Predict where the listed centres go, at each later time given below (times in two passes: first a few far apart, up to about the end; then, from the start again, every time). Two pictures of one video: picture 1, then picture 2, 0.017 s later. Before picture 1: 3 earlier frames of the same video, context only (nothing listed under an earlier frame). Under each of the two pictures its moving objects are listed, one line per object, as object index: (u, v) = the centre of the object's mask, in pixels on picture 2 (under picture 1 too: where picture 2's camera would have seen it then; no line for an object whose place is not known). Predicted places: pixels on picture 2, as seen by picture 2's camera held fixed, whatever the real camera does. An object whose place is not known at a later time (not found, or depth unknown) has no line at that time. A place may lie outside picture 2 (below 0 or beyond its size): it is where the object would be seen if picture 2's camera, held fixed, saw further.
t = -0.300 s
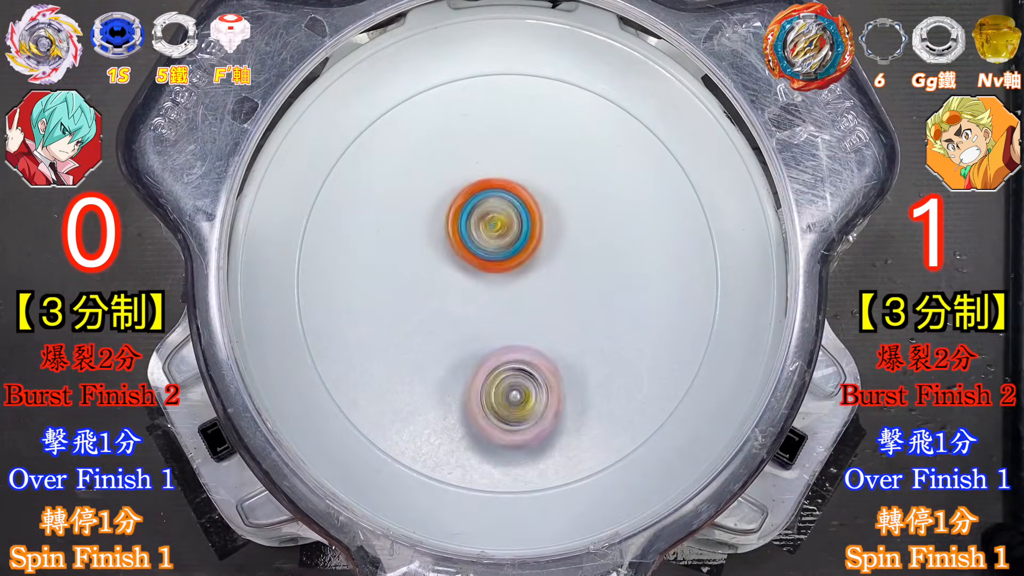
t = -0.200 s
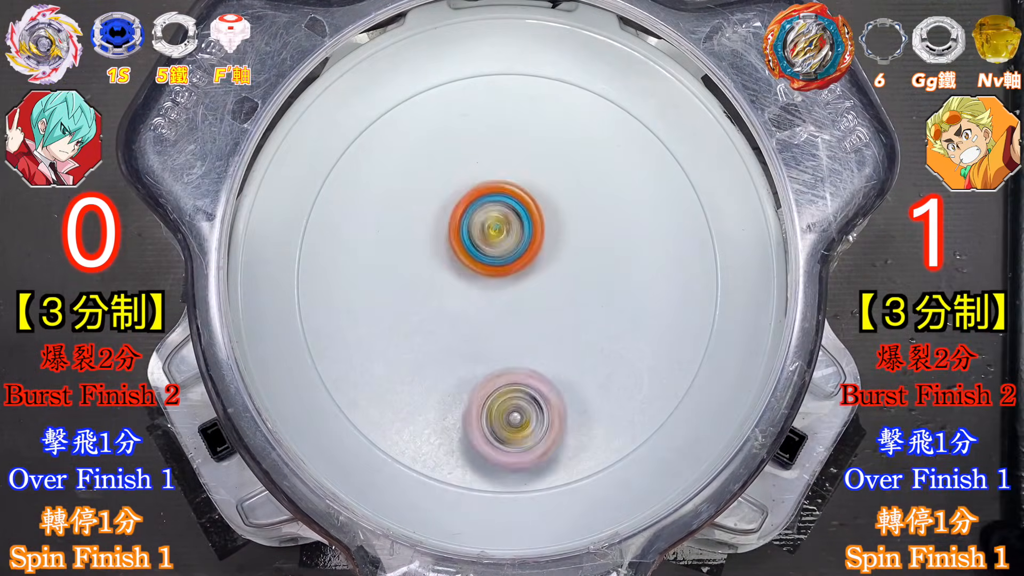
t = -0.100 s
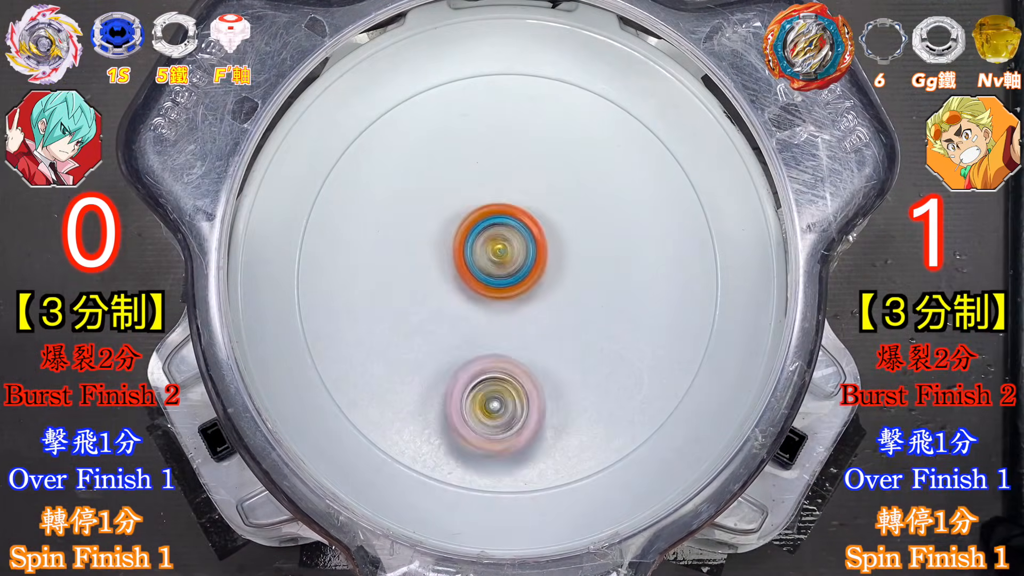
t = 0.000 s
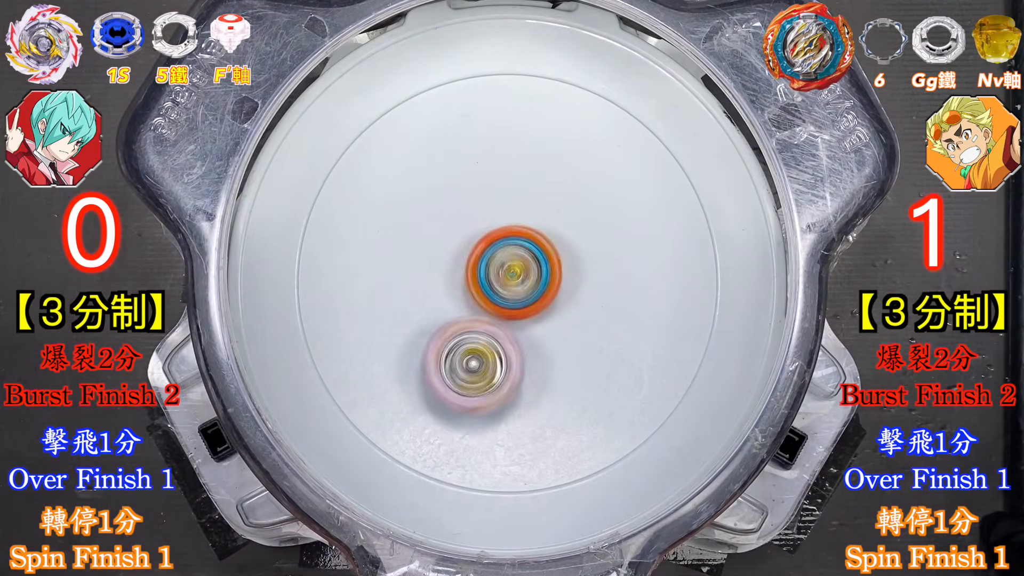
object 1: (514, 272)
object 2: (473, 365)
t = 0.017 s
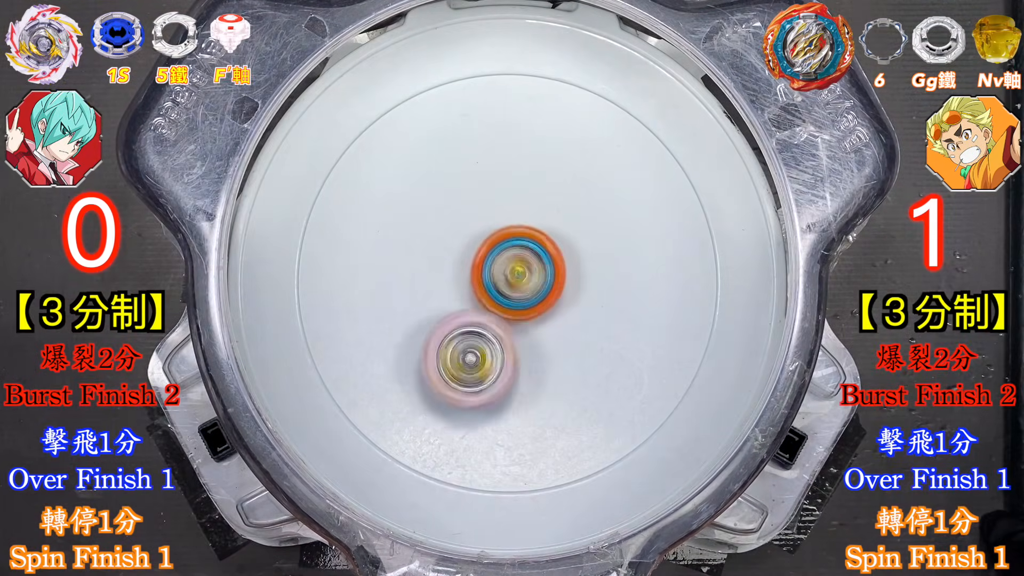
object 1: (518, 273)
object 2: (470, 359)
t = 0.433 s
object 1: (563, 202)
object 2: (515, 307)
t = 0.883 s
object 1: (464, 318)
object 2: (561, 404)
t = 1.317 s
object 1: (541, 317)
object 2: (498, 425)
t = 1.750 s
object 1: (513, 211)
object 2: (520, 327)
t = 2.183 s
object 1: (504, 281)
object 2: (583, 364)
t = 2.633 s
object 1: (489, 316)
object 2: (537, 228)
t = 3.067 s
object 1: (494, 237)
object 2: (555, 316)
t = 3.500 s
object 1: (498, 218)
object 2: (540, 352)
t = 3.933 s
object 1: (507, 232)
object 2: (510, 340)
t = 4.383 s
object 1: (490, 219)
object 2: (474, 316)
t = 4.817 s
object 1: (499, 214)
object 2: (470, 333)
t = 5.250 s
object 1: (485, 273)
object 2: (589, 321)
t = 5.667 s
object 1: (473, 317)
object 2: (558, 287)
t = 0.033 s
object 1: (524, 272)
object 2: (466, 357)
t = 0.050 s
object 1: (529, 270)
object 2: (463, 355)
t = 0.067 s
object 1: (534, 268)
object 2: (461, 352)
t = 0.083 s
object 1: (539, 266)
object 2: (459, 348)
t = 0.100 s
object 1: (543, 265)
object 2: (459, 344)
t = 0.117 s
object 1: (547, 264)
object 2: (460, 340)
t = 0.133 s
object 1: (552, 263)
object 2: (461, 336)
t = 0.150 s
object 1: (556, 262)
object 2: (465, 331)
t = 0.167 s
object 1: (560, 260)
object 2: (467, 326)
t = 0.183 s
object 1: (562, 258)
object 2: (472, 322)
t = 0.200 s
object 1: (564, 256)
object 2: (475, 317)
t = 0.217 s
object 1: (565, 255)
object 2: (483, 313)
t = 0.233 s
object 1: (567, 253)
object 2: (488, 308)
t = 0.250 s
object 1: (572, 248)
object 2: (489, 309)
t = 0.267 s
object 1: (577, 243)
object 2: (489, 308)
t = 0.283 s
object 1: (580, 237)
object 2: (491, 307)
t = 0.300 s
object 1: (582, 232)
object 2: (494, 307)
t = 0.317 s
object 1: (583, 228)
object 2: (494, 306)
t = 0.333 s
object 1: (583, 223)
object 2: (496, 305)
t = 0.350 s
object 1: (581, 219)
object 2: (499, 305)
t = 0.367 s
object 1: (580, 215)
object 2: (501, 305)
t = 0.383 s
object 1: (577, 210)
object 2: (506, 305)
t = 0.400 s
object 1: (572, 207)
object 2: (508, 305)
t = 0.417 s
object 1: (568, 204)
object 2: (511, 306)
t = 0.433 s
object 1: (563, 202)
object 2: (515, 307)
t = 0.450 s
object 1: (557, 201)
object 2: (517, 307)
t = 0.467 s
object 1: (551, 200)
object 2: (520, 309)
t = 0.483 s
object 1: (543, 200)
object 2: (523, 310)
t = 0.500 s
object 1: (535, 201)
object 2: (525, 312)
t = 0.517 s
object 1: (528, 203)
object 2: (527, 315)
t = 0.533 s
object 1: (520, 206)
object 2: (529, 316)
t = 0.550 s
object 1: (514, 210)
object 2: (530, 317)
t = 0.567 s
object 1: (507, 213)
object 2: (531, 320)
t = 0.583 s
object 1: (500, 219)
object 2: (533, 320)
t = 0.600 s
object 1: (495, 226)
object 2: (533, 321)
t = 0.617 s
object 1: (489, 233)
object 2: (534, 324)
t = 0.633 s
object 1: (485, 240)
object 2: (536, 326)
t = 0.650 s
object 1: (479, 244)
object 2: (539, 331)
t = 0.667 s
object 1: (473, 250)
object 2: (541, 336)
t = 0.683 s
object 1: (470, 256)
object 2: (545, 342)
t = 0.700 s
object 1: (466, 263)
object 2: (548, 345)
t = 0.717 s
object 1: (465, 270)
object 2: (549, 350)
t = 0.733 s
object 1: (464, 275)
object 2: (549, 354)
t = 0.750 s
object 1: (462, 282)
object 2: (550, 359)
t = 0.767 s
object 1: (463, 290)
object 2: (549, 361)
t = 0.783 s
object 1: (464, 297)
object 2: (548, 364)
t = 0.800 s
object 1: (467, 305)
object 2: (544, 366)
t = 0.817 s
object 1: (467, 309)
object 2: (546, 373)
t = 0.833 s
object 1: (464, 310)
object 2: (554, 382)
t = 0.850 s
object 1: (463, 312)
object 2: (556, 390)
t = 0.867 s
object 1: (463, 315)
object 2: (560, 396)
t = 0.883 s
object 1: (464, 318)
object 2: (561, 404)
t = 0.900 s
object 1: (464, 321)
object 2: (562, 408)
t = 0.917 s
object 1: (466, 325)
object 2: (564, 412)
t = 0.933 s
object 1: (469, 329)
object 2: (561, 415)
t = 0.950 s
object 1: (472, 334)
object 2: (560, 416)
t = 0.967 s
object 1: (475, 338)
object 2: (557, 417)
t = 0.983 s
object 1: (479, 344)
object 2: (554, 416)
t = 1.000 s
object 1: (482, 347)
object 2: (550, 414)
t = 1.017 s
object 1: (484, 347)
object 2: (551, 417)
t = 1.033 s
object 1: (483, 345)
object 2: (553, 423)
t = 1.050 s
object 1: (484, 344)
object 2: (554, 429)
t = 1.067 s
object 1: (485, 343)
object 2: (554, 432)
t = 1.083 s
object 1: (488, 341)
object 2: (553, 436)
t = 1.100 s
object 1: (489, 340)
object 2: (551, 438)
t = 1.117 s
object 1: (492, 339)
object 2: (550, 439)
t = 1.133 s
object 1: (496, 339)
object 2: (548, 440)
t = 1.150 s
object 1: (499, 337)
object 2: (545, 440)
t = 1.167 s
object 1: (503, 337)
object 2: (541, 440)
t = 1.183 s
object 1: (508, 337)
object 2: (537, 439)
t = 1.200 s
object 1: (512, 335)
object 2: (532, 439)
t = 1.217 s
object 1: (516, 334)
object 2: (527, 437)
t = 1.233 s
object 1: (521, 333)
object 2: (523, 435)
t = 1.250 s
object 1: (525, 332)
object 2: (518, 431)
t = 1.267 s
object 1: (529, 330)
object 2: (513, 427)
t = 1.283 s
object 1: (533, 326)
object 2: (508, 427)
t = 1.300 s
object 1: (537, 322)
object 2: (503, 427)
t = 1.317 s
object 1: (541, 317)
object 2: (498, 425)
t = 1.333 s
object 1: (543, 313)
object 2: (495, 423)
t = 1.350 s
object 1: (546, 310)
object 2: (491, 420)
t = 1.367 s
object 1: (549, 306)
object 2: (488, 416)
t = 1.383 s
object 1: (550, 302)
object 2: (485, 411)
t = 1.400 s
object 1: (552, 299)
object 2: (483, 405)
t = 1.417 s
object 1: (554, 296)
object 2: (480, 399)
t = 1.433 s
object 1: (554, 291)
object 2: (480, 392)
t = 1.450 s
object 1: (554, 288)
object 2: (479, 384)
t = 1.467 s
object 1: (554, 284)
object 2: (480, 377)
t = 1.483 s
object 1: (554, 280)
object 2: (481, 369)
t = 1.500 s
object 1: (553, 278)
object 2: (484, 361)
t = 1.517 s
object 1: (551, 275)
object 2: (486, 353)
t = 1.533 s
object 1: (552, 270)
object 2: (489, 348)
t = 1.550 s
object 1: (551, 263)
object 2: (486, 347)
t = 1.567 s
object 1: (552, 256)
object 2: (485, 345)
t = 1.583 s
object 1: (552, 250)
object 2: (485, 343)
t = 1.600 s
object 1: (550, 245)
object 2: (487, 341)
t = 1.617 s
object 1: (548, 240)
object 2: (489, 337)
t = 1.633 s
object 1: (546, 235)
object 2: (491, 335)
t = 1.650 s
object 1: (541, 231)
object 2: (495, 330)
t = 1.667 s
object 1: (537, 228)
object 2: (498, 328)
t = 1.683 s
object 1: (534, 226)
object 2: (503, 325)
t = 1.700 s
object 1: (527, 223)
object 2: (507, 322)
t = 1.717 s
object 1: (523, 219)
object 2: (512, 323)
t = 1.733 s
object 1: (520, 214)
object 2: (516, 325)
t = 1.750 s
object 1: (513, 211)
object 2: (520, 327)
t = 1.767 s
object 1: (508, 209)
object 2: (524, 328)
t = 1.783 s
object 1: (504, 208)
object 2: (528, 330)
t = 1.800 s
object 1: (497, 209)
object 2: (533, 331)
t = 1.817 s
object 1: (492, 210)
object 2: (537, 333)
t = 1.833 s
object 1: (489, 211)
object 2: (541, 333)
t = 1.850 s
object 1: (484, 214)
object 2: (546, 335)
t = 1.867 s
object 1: (480, 217)
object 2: (550, 336)
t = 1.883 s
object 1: (478, 219)
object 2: (555, 337)
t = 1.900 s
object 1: (473, 223)
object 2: (559, 339)
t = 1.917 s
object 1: (470, 226)
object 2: (562, 340)
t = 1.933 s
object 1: (468, 228)
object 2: (564, 342)
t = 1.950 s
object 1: (459, 243)
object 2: (573, 349)
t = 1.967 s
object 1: (455, 260)
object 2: (574, 356)
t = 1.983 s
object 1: (455, 276)
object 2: (571, 361)
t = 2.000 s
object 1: (461, 291)
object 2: (564, 359)
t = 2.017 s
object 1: (470, 303)
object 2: (556, 353)
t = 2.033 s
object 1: (471, 300)
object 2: (565, 363)
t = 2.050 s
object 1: (476, 303)
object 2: (564, 362)
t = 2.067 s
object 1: (480, 304)
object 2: (570, 361)
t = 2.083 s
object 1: (486, 306)
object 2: (575, 362)
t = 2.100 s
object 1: (490, 305)
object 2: (577, 364)
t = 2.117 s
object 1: (495, 302)
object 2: (583, 370)
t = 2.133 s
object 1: (500, 299)
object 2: (584, 369)
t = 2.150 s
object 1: (506, 296)
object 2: (578, 363)
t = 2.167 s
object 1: (505, 287)
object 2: (583, 366)
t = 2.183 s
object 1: (504, 281)
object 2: (583, 364)
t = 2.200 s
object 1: (505, 276)
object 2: (580, 358)
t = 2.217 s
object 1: (507, 272)
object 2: (575, 347)
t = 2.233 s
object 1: (504, 265)
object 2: (576, 337)
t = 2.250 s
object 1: (501, 260)
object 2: (579, 328)
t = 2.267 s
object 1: (497, 257)
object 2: (585, 317)
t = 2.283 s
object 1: (492, 254)
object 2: (587, 304)
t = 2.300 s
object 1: (488, 254)
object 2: (593, 293)
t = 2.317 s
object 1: (483, 255)
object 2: (596, 288)
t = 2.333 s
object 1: (480, 258)
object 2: (596, 286)
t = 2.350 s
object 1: (479, 262)
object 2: (596, 286)
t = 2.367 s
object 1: (485, 278)
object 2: (592, 254)
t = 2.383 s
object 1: (496, 279)
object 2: (585, 227)
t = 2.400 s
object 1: (498, 284)
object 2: (581, 226)
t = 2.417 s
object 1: (498, 297)
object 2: (568, 221)
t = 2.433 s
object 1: (507, 304)
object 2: (554, 210)
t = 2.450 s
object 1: (513, 303)
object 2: (533, 203)
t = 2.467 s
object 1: (517, 298)
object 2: (511, 195)
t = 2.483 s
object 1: (515, 297)
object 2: (503, 195)
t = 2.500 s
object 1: (514, 301)
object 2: (501, 201)
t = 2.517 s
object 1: (516, 307)
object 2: (516, 209)
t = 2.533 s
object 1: (521, 315)
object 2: (521, 202)
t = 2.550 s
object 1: (524, 312)
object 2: (505, 206)
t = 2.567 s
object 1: (520, 310)
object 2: (518, 209)
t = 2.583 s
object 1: (508, 309)
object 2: (536, 213)
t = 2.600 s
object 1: (497, 314)
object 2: (535, 219)
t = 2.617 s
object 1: (490, 319)
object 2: (535, 227)
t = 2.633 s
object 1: (489, 316)
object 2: (537, 228)
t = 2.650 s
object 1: (488, 316)
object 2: (549, 232)
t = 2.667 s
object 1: (486, 312)
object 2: (570, 254)
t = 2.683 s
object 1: (488, 297)
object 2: (570, 241)
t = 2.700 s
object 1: (475, 281)
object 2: (562, 230)
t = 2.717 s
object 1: (464, 268)
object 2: (567, 266)
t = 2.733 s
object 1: (460, 257)
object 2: (554, 280)
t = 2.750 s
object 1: (464, 247)
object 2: (543, 305)
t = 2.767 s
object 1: (473, 237)
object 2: (529, 323)
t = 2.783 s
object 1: (492, 233)
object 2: (525, 332)
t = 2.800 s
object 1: (512, 230)
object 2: (531, 326)
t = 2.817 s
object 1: (533, 230)
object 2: (515, 328)
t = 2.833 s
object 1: (548, 232)
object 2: (498, 320)
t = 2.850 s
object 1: (553, 241)
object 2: (480, 312)
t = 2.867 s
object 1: (554, 261)
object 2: (457, 298)
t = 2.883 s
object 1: (551, 290)
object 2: (448, 281)
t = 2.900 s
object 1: (548, 320)
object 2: (457, 258)
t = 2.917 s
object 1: (537, 334)
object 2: (476, 253)
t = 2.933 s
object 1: (519, 333)
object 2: (487, 232)
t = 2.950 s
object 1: (493, 326)
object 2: (503, 223)
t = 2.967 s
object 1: (476, 317)
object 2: (517, 225)
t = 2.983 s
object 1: (469, 309)
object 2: (533, 215)
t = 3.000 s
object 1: (475, 283)
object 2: (557, 224)
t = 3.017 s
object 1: (475, 258)
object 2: (575, 235)
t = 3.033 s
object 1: (478, 242)
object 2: (577, 246)
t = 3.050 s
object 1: (482, 234)
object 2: (572, 289)
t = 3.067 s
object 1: (494, 237)
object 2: (555, 316)
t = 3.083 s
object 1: (508, 244)
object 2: (547, 336)
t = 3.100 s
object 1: (517, 237)
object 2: (533, 352)
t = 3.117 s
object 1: (523, 236)
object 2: (518, 347)
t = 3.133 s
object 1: (523, 243)
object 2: (501, 339)
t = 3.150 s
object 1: (524, 253)
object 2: (484, 346)
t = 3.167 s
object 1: (530, 260)
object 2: (481, 349)
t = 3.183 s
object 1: (532, 261)
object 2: (482, 355)
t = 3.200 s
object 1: (533, 261)
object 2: (478, 348)
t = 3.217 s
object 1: (533, 260)
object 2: (475, 342)
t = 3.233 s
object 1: (532, 258)
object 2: (468, 336)
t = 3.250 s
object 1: (540, 243)
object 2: (456, 360)
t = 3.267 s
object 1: (534, 246)
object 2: (471, 335)
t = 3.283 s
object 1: (527, 236)
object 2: (474, 347)
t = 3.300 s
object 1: (523, 231)
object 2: (468, 347)
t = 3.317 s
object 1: (516, 233)
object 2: (475, 332)
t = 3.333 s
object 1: (510, 236)
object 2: (492, 334)
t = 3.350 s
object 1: (511, 236)
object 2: (502, 336)
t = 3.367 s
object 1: (511, 233)
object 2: (507, 339)
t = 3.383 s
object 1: (514, 237)
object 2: (506, 344)
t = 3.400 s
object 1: (514, 244)
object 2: (499, 345)
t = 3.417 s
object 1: (512, 237)
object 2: (497, 355)
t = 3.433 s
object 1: (508, 238)
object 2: (501, 340)
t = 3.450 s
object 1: (504, 239)
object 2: (493, 340)
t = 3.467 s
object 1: (501, 222)
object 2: (491, 375)
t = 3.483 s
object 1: (505, 236)
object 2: (508, 344)
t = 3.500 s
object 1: (498, 218)
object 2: (540, 352)
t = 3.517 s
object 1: (499, 229)
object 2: (522, 326)
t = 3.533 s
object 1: (497, 236)
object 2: (508, 341)
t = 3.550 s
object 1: (498, 238)
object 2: (512, 348)
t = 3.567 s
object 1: (498, 240)
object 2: (514, 338)
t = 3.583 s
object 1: (500, 238)
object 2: (517, 345)
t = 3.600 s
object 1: (501, 240)
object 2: (509, 346)
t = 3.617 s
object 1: (500, 242)
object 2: (503, 338)
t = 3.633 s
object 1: (501, 242)
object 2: (499, 336)
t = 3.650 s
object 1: (500, 243)
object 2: (493, 337)
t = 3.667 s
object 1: (500, 246)
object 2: (490, 344)
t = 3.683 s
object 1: (499, 249)
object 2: (485, 351)
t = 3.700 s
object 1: (499, 252)
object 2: (487, 354)
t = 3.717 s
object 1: (497, 254)
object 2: (488, 353)
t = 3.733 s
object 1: (499, 255)
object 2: (491, 355)
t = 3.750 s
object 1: (500, 245)
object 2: (494, 363)
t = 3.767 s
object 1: (500, 246)
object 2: (496, 362)
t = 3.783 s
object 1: (501, 245)
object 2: (499, 358)
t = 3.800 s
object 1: (500, 245)
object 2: (504, 349)
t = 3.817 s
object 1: (501, 244)
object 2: (509, 342)
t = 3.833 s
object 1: (502, 240)
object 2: (515, 344)
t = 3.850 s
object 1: (504, 236)
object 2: (517, 351)
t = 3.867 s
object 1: (503, 236)
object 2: (518, 347)
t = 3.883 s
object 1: (505, 238)
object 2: (512, 344)
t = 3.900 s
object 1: (505, 239)
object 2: (510, 339)
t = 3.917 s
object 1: (505, 239)
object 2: (510, 331)
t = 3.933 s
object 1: (507, 232)
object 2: (510, 340)
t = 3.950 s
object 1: (509, 232)
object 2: (509, 349)
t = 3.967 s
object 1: (507, 234)
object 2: (506, 354)
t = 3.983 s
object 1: (507, 236)
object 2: (507, 352)
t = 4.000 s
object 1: (505, 238)
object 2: (502, 346)
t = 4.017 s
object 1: (504, 240)
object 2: (503, 344)
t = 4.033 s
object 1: (502, 241)
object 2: (503, 337)
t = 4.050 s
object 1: (500, 218)
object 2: (508, 357)
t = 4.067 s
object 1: (497, 210)
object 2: (512, 361)
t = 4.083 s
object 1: (496, 208)
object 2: (508, 360)
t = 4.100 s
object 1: (495, 212)
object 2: (503, 355)
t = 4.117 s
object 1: (493, 210)
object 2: (502, 351)
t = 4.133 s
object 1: (493, 212)
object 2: (498, 337)
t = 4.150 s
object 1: (493, 212)
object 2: (497, 334)
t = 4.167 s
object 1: (493, 213)
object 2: (495, 332)
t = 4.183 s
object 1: (493, 213)
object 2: (493, 330)
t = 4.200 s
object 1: (493, 214)
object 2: (491, 330)
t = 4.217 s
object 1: (493, 215)
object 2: (491, 328)
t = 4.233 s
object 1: (493, 215)
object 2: (490, 326)
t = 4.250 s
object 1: (493, 216)
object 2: (489, 325)
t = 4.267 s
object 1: (492, 216)
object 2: (487, 324)
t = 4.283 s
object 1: (492, 217)
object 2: (486, 324)
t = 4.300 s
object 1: (491, 217)
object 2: (485, 321)
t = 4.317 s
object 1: (491, 217)
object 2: (482, 320)
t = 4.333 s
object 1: (491, 218)
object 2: (480, 318)
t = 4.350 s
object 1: (491, 219)
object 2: (477, 318)
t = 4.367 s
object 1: (491, 220)
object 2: (477, 318)
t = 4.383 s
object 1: (490, 219)
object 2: (474, 316)
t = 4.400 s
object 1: (490, 220)
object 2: (472, 314)
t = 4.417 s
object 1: (489, 221)
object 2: (470, 314)
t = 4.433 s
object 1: (489, 221)
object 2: (468, 314)
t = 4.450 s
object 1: (488, 222)
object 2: (467, 313)
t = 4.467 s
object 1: (488, 222)
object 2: (464, 313)
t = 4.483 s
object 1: (488, 223)
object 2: (462, 315)
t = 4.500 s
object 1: (488, 223)
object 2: (461, 317)
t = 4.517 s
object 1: (488, 224)
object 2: (462, 318)
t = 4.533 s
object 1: (487, 225)
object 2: (462, 317)
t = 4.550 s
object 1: (492, 219)
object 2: (458, 326)
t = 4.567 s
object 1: (495, 216)
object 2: (456, 333)
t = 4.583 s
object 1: (497, 212)
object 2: (454, 339)
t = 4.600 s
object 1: (499, 208)
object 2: (453, 344)
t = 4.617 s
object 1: (501, 207)
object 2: (453, 346)
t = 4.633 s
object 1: (503, 206)
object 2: (454, 350)
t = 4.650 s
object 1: (504, 206)
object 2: (456, 350)
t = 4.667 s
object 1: (504, 208)
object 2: (458, 349)
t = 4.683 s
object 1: (504, 209)
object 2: (460, 347)
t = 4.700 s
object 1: (504, 211)
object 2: (460, 345)
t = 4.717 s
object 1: (503, 211)
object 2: (461, 344)
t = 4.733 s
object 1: (502, 212)
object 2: (462, 341)
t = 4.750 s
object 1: (502, 213)
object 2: (462, 340)
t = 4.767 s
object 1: (502, 214)
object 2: (464, 338)
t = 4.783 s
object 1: (501, 214)
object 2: (465, 336)
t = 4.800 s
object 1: (500, 214)
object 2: (468, 336)
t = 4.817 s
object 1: (499, 214)
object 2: (470, 333)
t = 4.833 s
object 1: (499, 213)
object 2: (474, 332)
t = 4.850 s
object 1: (500, 214)
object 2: (480, 331)
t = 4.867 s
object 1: (499, 214)
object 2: (483, 329)
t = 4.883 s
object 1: (499, 215)
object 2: (488, 328)
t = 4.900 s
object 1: (499, 216)
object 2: (492, 326)
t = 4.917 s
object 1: (498, 216)
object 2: (498, 324)
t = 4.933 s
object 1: (498, 216)
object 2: (503, 323)
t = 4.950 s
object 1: (497, 217)
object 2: (508, 322)
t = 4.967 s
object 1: (496, 217)
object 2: (513, 320)
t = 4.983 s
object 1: (497, 219)
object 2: (520, 319)
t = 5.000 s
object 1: (496, 221)
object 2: (526, 318)
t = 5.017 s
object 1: (496, 222)
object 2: (533, 318)
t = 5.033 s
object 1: (495, 224)
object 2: (540, 317)
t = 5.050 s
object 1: (494, 226)
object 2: (546, 316)
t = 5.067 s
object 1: (494, 229)
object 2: (551, 315)
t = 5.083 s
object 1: (493, 233)
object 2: (560, 316)
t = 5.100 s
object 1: (492, 236)
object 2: (565, 316)
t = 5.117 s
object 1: (492, 239)
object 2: (569, 316)
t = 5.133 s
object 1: (490, 243)
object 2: (575, 318)
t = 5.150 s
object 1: (490, 247)
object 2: (579, 318)
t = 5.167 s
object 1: (489, 252)
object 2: (582, 318)
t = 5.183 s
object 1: (488, 256)
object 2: (583, 319)
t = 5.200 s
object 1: (487, 260)
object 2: (586, 319)
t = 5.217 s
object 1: (485, 264)
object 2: (588, 321)
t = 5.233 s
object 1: (485, 267)
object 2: (589, 321)
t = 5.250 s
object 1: (485, 273)
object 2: (589, 321)
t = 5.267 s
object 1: (483, 277)
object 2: (589, 321)
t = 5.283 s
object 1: (482, 280)
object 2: (588, 321)
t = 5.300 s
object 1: (482, 284)
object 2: (588, 321)
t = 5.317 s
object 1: (480, 287)
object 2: (587, 320)
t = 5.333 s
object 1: (480, 290)
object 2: (585, 318)
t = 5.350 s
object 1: (479, 295)
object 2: (583, 316)
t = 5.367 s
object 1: (477, 298)
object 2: (579, 314)
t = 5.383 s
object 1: (477, 301)
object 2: (577, 313)
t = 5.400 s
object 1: (476, 304)
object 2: (575, 313)
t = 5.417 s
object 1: (476, 305)
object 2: (572, 312)
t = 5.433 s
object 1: (476, 308)
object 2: (570, 312)
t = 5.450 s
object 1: (476, 312)
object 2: (568, 312)
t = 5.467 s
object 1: (473, 313)
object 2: (566, 312)
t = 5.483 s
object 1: (473, 314)
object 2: (565, 313)
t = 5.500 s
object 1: (472, 316)
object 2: (564, 312)
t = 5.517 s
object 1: (472, 316)
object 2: (563, 312)
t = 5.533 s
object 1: (471, 317)
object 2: (562, 311)
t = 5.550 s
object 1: (470, 318)
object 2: (560, 310)
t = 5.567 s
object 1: (470, 317)
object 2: (559, 307)
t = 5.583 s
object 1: (471, 318)
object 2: (558, 304)
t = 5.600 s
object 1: (470, 318)
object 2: (557, 300)
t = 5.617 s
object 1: (471, 317)
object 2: (557, 296)
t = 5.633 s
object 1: (471, 317)
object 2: (557, 293)
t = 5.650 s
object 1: (472, 317)
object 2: (557, 290)
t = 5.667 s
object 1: (473, 317)
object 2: (558, 287)
